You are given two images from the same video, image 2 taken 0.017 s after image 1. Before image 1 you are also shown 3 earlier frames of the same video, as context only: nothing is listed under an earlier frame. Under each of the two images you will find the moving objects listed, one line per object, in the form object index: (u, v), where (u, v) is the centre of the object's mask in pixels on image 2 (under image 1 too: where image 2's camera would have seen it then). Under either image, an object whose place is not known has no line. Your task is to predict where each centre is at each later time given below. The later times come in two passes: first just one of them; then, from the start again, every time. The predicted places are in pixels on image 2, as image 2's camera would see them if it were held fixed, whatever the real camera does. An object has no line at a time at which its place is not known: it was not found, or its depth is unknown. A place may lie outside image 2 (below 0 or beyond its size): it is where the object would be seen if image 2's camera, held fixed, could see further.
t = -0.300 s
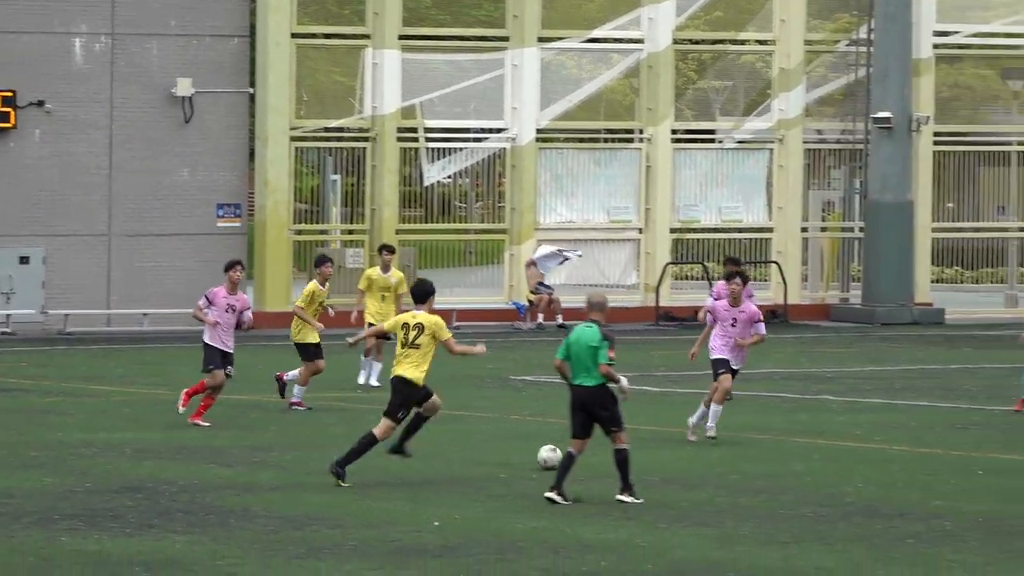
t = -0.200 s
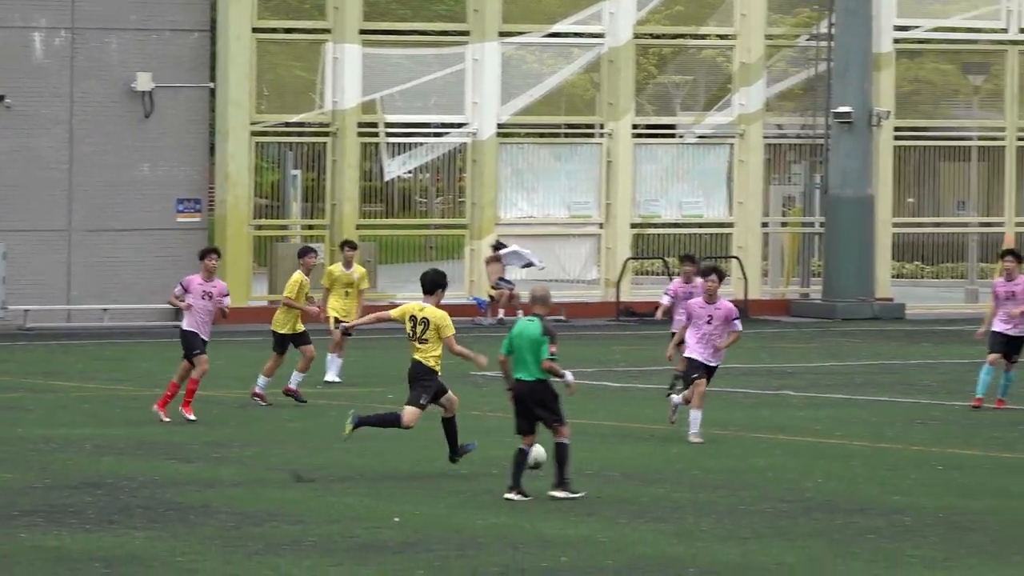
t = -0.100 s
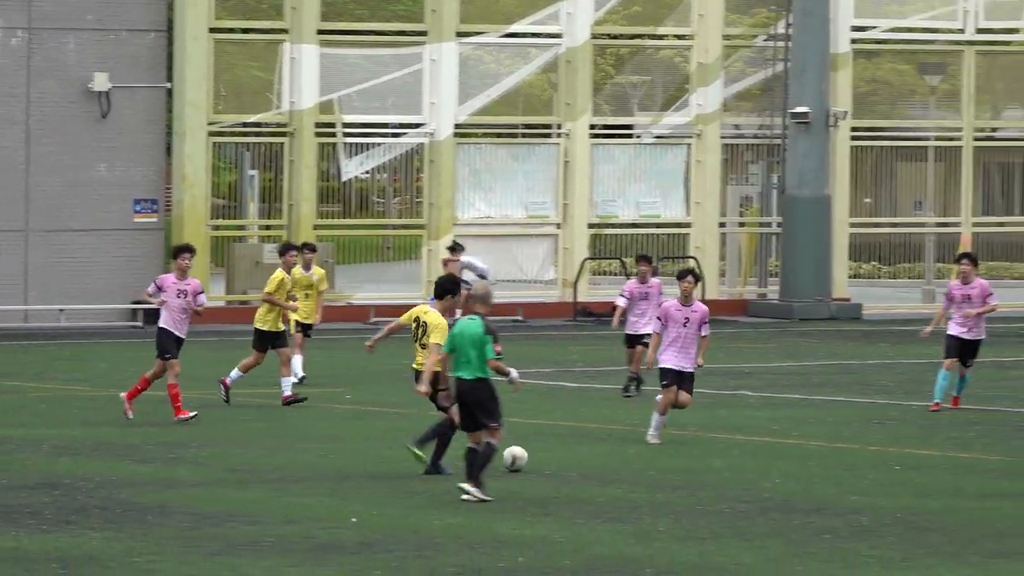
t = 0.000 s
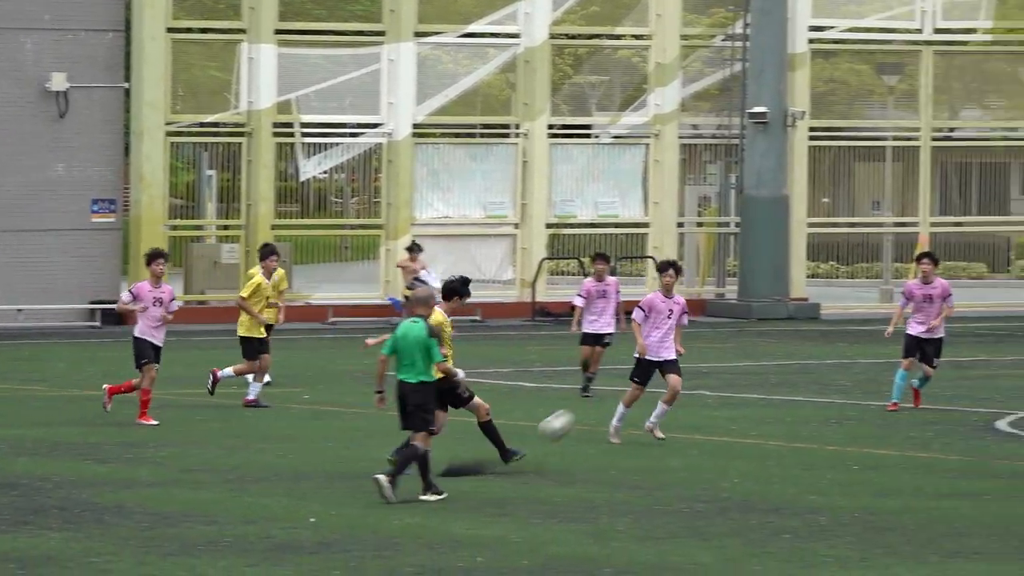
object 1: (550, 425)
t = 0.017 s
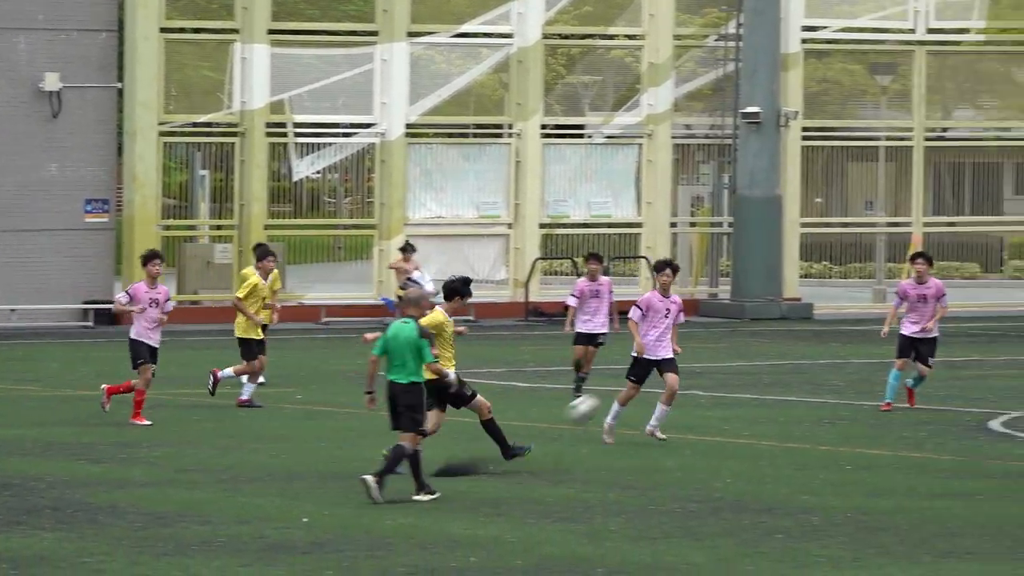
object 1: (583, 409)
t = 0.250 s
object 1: (1001, 216)
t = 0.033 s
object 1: (614, 390)
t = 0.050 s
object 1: (647, 375)
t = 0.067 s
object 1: (678, 361)
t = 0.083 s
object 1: (710, 347)
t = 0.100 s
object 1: (739, 333)
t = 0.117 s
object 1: (770, 317)
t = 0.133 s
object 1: (798, 306)
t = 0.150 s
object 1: (829, 291)
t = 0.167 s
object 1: (859, 278)
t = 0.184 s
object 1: (887, 266)
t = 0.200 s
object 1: (916, 253)
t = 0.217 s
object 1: (944, 239)
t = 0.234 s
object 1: (973, 228)
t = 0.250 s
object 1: (1001, 216)
